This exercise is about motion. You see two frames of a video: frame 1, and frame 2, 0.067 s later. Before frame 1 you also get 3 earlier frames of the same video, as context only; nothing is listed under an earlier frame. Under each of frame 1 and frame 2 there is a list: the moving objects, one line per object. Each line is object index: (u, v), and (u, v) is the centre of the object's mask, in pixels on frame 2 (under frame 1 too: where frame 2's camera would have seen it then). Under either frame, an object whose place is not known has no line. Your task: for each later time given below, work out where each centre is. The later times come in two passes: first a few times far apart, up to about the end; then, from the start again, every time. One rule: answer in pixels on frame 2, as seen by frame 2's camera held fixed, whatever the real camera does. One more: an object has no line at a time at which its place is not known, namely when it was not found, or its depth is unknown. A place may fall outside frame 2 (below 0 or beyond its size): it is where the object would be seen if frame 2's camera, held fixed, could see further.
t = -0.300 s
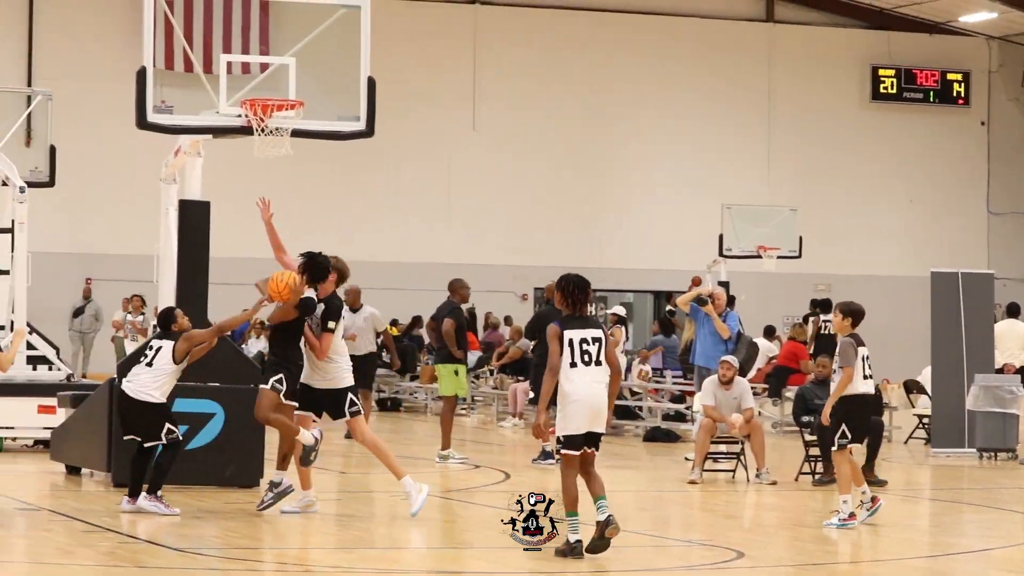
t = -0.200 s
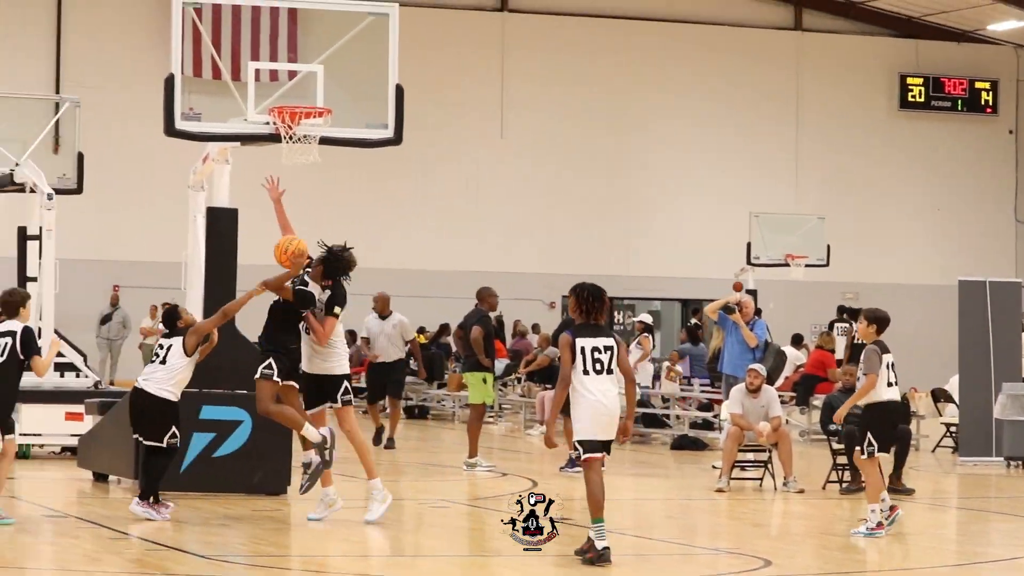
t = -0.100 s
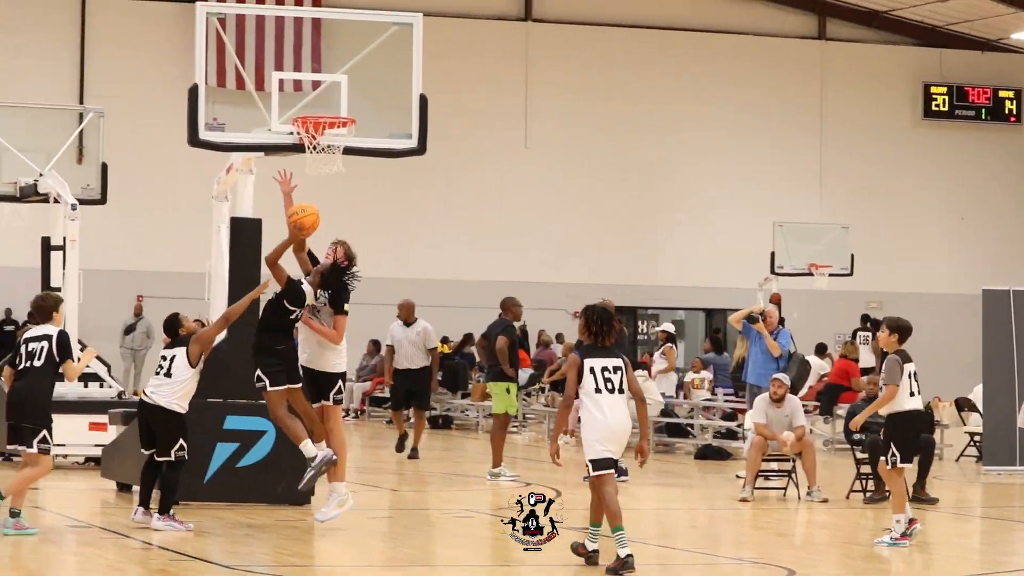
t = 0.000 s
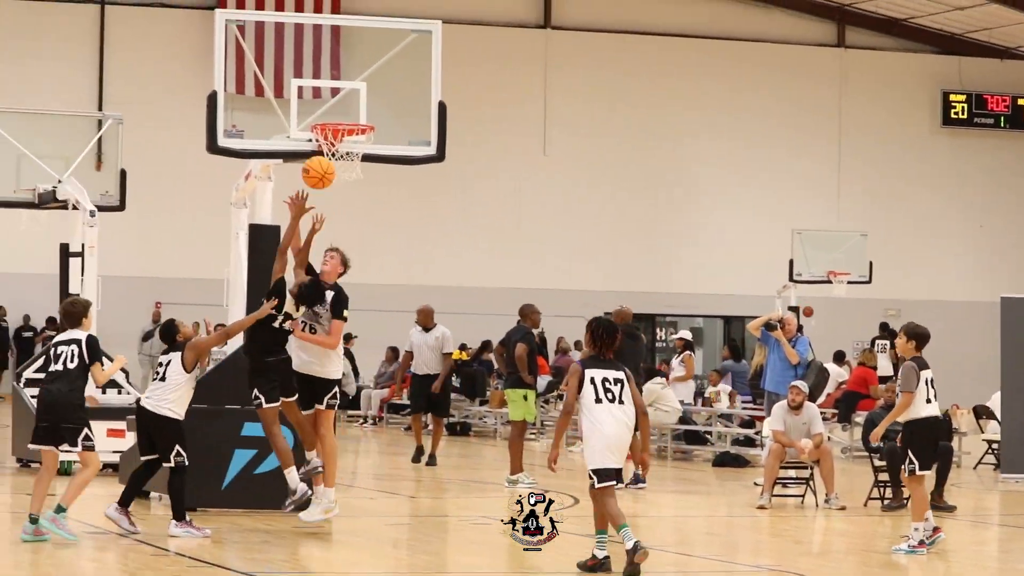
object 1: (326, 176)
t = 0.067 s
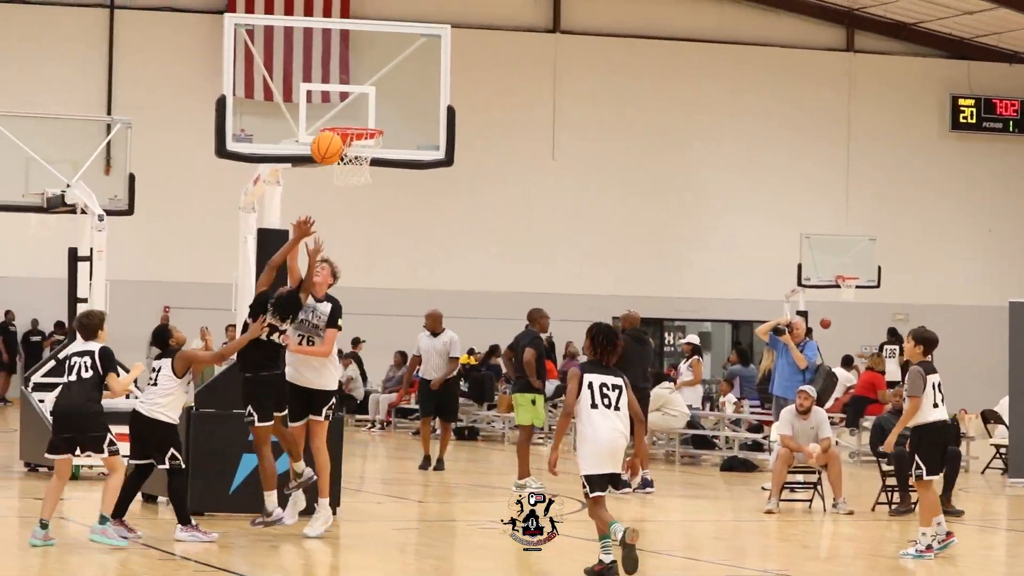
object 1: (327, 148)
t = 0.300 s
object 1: (326, 96)
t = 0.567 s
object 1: (324, 110)
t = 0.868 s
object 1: (327, 113)
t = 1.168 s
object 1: (344, 124)
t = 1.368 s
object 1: (361, 169)
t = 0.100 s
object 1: (327, 136)
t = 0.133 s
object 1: (327, 125)
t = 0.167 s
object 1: (327, 116)
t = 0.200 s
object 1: (327, 109)
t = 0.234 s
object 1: (327, 103)
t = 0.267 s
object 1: (326, 99)
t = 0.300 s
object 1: (326, 96)
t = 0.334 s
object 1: (326, 95)
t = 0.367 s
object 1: (326, 95)
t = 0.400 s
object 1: (325, 96)
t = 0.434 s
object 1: (325, 99)
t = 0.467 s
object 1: (324, 103)
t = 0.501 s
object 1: (324, 108)
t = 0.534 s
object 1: (323, 113)
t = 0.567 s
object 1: (324, 110)
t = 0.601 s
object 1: (324, 108)
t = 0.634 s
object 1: (324, 108)
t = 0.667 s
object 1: (325, 109)
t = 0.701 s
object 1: (325, 112)
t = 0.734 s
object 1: (325, 115)
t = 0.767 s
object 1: (325, 116)
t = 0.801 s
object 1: (326, 114)
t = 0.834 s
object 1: (327, 113)
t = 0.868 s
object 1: (327, 113)
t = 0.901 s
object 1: (328, 114)
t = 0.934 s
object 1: (328, 114)
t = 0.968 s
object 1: (329, 115)
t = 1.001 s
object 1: (331, 116)
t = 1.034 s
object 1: (333, 116)
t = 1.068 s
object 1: (335, 117)
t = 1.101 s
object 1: (337, 119)
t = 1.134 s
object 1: (340, 123)
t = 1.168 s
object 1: (344, 124)
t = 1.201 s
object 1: (346, 132)
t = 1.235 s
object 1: (349, 139)
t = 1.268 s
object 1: (352, 145)
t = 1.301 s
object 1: (355, 153)
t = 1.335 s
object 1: (358, 162)
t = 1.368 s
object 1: (361, 169)
